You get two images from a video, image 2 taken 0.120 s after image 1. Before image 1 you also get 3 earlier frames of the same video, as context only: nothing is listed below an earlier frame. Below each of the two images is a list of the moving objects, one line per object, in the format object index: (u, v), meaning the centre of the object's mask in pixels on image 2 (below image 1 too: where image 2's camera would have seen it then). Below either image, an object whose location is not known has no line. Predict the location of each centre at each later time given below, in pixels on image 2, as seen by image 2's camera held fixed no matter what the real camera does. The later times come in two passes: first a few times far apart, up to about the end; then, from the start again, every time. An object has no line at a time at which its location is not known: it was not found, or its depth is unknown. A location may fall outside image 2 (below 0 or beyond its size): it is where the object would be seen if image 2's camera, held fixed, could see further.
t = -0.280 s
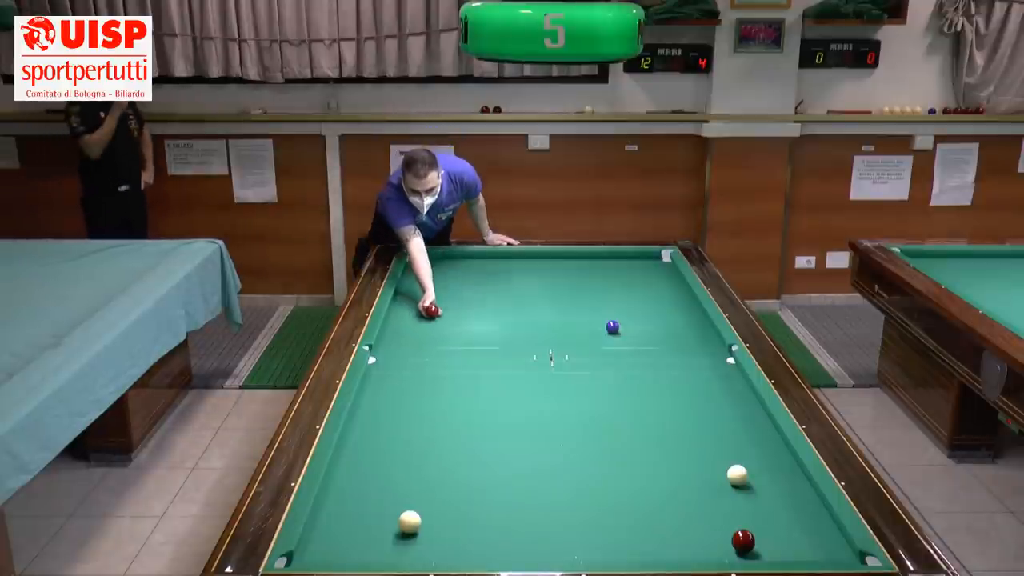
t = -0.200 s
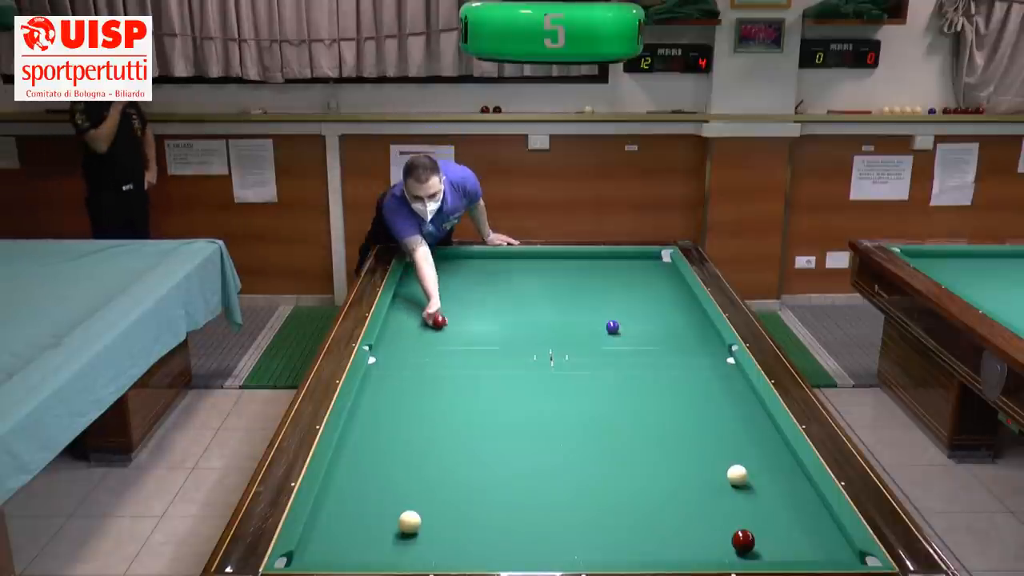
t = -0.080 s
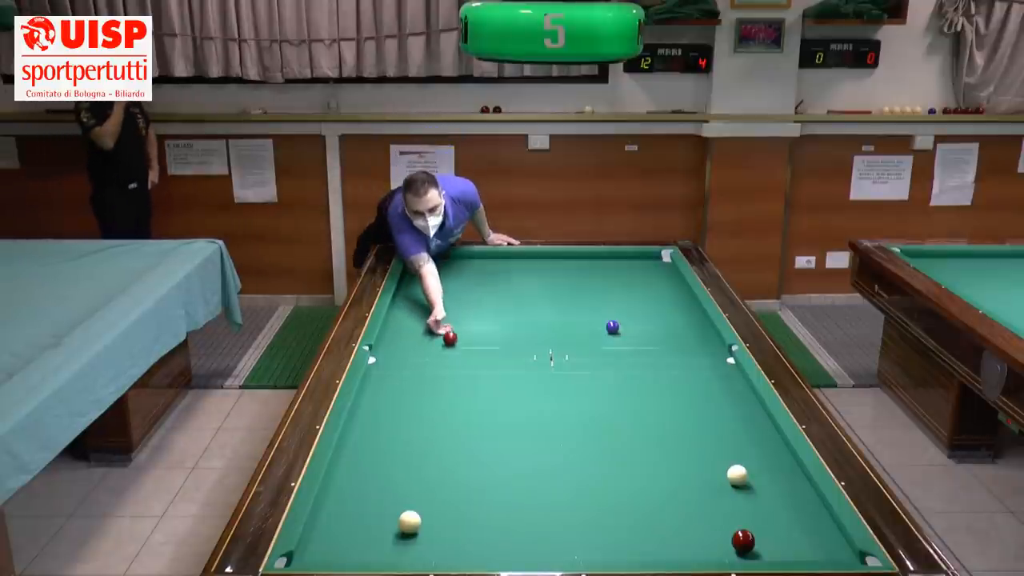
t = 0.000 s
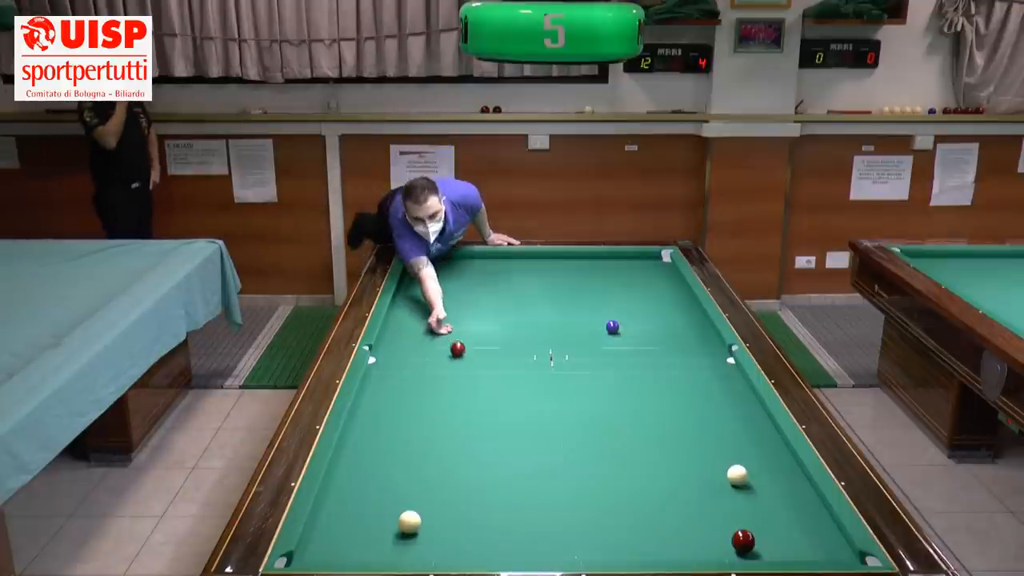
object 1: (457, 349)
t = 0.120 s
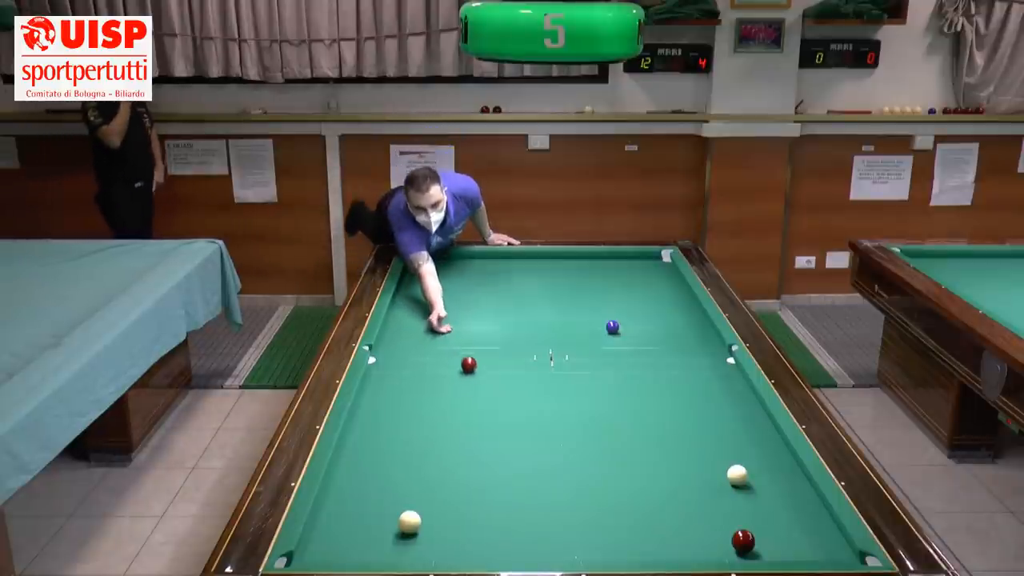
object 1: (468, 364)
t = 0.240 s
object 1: (480, 381)
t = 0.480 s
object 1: (507, 417)
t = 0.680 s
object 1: (534, 453)
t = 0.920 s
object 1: (572, 504)
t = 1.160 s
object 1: (618, 555)
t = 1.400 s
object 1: (630, 516)
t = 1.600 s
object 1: (640, 488)
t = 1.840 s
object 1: (650, 458)
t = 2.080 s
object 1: (659, 432)
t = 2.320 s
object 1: (667, 409)
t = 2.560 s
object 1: (673, 389)
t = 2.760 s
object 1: (678, 373)
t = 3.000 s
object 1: (684, 357)
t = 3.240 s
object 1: (688, 342)
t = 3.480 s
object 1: (692, 328)
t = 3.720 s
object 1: (696, 316)
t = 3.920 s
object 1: (692, 307)
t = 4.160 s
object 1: (682, 298)
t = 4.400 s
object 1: (672, 289)
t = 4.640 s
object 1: (662, 281)
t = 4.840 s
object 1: (656, 275)
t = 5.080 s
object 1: (648, 268)
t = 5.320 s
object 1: (640, 262)
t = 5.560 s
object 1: (634, 256)
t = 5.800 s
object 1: (631, 260)
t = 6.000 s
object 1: (629, 262)
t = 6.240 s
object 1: (626, 265)
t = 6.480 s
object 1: (624, 269)
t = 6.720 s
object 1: (621, 272)
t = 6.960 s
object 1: (619, 275)
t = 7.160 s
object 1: (617, 278)
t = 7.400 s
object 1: (615, 281)
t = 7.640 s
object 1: (613, 284)
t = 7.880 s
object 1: (611, 287)
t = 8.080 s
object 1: (609, 289)
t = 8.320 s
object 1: (607, 292)
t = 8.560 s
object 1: (605, 295)
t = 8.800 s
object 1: (603, 297)
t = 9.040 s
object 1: (602, 299)
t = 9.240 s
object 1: (600, 301)
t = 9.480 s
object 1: (599, 303)
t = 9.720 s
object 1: (597, 305)
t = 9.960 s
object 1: (596, 306)
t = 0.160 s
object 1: (472, 369)
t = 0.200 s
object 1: (476, 375)
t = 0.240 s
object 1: (480, 381)
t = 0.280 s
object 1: (485, 386)
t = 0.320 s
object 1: (489, 392)
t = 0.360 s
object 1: (493, 398)
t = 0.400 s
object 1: (498, 404)
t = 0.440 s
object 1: (503, 411)
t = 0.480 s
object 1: (507, 417)
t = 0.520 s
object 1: (512, 424)
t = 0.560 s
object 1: (518, 431)
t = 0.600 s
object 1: (523, 438)
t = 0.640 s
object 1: (528, 445)
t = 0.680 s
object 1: (534, 453)
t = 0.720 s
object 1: (540, 461)
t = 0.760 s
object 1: (546, 469)
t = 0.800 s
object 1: (552, 477)
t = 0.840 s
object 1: (559, 486)
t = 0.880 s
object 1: (565, 495)
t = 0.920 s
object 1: (572, 504)
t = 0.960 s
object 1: (580, 513)
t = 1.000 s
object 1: (587, 523)
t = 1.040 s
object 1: (595, 533)
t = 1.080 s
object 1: (602, 543)
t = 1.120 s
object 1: (611, 551)
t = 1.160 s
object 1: (618, 555)
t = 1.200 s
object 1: (620, 550)
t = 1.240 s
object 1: (622, 543)
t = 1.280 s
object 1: (624, 535)
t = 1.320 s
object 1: (626, 528)
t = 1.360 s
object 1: (628, 522)
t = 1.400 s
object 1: (630, 516)
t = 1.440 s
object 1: (632, 510)
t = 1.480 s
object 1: (634, 504)
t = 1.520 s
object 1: (636, 499)
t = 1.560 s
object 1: (638, 493)
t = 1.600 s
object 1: (640, 488)
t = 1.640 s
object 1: (642, 482)
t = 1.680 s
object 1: (643, 477)
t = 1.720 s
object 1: (645, 472)
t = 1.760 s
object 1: (647, 467)
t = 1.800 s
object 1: (649, 463)
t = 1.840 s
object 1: (650, 458)
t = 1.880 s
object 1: (652, 453)
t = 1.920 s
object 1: (653, 449)
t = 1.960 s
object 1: (655, 445)
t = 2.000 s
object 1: (656, 440)
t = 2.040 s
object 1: (658, 436)
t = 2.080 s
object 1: (659, 432)
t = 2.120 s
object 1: (660, 428)
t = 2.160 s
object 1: (662, 424)
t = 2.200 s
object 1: (663, 420)
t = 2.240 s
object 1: (664, 416)
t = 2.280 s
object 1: (666, 412)
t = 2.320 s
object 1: (667, 409)
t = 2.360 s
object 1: (668, 405)
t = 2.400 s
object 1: (669, 402)
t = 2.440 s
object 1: (670, 398)
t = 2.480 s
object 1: (671, 395)
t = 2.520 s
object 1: (672, 392)
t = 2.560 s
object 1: (673, 389)
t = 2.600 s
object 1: (674, 385)
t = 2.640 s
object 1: (675, 382)
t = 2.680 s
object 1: (677, 379)
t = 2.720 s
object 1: (677, 376)
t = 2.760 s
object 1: (678, 373)
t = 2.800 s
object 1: (679, 370)
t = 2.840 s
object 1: (680, 368)
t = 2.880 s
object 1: (681, 365)
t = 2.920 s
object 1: (682, 362)
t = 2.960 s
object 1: (683, 359)
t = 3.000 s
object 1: (684, 357)
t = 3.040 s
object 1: (685, 354)
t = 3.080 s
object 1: (685, 351)
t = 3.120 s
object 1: (686, 349)
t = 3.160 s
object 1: (687, 347)
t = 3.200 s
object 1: (687, 344)
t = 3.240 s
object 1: (688, 342)
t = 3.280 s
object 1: (689, 339)
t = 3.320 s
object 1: (690, 337)
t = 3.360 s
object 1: (690, 335)
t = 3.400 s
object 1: (691, 332)
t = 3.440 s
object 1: (692, 330)
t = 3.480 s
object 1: (692, 328)
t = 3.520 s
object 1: (693, 326)
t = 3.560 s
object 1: (694, 324)
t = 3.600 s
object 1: (694, 322)
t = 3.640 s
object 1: (695, 320)
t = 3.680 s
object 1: (696, 318)
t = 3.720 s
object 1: (696, 316)
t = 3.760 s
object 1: (697, 314)
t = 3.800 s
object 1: (697, 312)
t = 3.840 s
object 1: (696, 311)
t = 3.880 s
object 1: (694, 309)
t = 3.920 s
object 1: (692, 307)
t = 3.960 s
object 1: (690, 306)
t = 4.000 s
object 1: (688, 304)
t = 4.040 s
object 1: (687, 302)
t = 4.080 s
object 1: (685, 301)
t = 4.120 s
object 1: (683, 299)
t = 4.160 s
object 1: (682, 298)
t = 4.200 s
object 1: (680, 296)
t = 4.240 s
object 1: (678, 295)
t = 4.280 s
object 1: (677, 293)
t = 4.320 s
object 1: (675, 292)
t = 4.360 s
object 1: (673, 291)
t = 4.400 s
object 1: (672, 289)
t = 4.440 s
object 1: (670, 288)
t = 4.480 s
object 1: (669, 287)
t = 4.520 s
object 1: (667, 285)
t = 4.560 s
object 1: (666, 284)
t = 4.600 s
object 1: (664, 282)
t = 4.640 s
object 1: (662, 281)
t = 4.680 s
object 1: (661, 280)
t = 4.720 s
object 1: (660, 278)
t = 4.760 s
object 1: (658, 277)
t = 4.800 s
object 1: (657, 276)
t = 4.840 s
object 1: (656, 275)
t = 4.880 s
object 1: (654, 274)
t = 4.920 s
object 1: (653, 273)
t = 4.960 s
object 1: (651, 272)
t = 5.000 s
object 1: (650, 270)
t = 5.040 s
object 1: (649, 269)
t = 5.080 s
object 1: (648, 268)
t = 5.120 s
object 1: (646, 267)
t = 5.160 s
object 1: (645, 266)
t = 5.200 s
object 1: (644, 265)
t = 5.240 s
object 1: (643, 264)
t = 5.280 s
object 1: (641, 263)
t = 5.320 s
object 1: (640, 262)
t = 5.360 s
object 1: (639, 261)
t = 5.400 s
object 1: (638, 260)
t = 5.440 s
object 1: (637, 259)
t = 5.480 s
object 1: (636, 258)
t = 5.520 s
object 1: (635, 257)
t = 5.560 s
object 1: (634, 256)
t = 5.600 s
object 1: (633, 257)
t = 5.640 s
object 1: (633, 257)
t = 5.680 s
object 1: (632, 257)
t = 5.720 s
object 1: (632, 258)
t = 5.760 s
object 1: (631, 259)
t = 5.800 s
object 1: (631, 260)
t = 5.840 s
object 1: (630, 260)
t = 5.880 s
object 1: (630, 261)
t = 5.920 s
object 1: (629, 261)
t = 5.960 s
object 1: (629, 262)
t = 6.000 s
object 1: (629, 262)
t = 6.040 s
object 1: (628, 263)
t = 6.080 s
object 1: (628, 263)
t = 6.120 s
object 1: (628, 264)
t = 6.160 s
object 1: (627, 264)
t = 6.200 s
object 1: (627, 265)
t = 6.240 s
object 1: (626, 265)
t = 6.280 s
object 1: (626, 266)
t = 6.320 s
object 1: (625, 266)
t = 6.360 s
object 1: (625, 267)
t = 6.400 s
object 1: (625, 268)
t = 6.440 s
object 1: (624, 268)
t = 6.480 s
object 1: (624, 269)
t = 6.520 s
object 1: (623, 270)
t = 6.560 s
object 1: (623, 270)
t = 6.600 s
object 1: (622, 270)
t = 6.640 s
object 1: (622, 271)
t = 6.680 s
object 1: (622, 272)
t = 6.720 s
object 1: (621, 272)
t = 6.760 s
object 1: (621, 273)
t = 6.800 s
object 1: (621, 273)
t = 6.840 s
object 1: (620, 274)
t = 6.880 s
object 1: (620, 274)
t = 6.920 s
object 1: (620, 275)
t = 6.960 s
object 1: (619, 275)
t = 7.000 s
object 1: (619, 276)
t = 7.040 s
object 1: (618, 277)
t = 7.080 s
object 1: (618, 277)
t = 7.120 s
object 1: (618, 277)
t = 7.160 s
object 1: (617, 278)
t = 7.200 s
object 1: (617, 279)
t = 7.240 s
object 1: (616, 279)
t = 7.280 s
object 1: (616, 280)
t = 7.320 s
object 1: (616, 280)
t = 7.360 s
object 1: (615, 281)
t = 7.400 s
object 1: (615, 281)
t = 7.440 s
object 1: (615, 282)
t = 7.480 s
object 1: (614, 282)
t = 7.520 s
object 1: (614, 283)
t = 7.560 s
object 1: (614, 283)
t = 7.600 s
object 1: (614, 284)
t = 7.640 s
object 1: (613, 284)
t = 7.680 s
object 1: (613, 285)
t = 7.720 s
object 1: (612, 285)
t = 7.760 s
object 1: (612, 286)
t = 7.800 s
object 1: (612, 286)
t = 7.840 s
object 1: (611, 287)
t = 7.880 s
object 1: (611, 287)
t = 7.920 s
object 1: (610, 287)
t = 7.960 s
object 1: (610, 288)
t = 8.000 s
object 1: (610, 288)
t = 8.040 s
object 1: (610, 289)
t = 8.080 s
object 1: (609, 289)
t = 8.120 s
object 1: (609, 290)
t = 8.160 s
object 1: (609, 290)
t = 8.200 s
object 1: (608, 291)
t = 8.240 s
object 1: (608, 291)
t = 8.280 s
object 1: (608, 292)
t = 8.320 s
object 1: (607, 292)
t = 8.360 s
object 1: (607, 292)
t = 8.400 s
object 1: (607, 293)
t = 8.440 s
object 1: (606, 293)
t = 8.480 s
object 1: (606, 294)
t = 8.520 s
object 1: (606, 294)
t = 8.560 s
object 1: (605, 295)
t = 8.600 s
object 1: (605, 295)
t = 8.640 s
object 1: (605, 295)
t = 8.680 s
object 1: (605, 296)
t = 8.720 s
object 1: (604, 296)
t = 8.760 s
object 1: (604, 297)
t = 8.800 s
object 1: (603, 297)
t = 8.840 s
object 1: (603, 297)
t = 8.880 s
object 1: (603, 298)
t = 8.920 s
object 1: (603, 298)
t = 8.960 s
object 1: (602, 298)
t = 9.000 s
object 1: (602, 299)
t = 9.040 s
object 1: (602, 299)
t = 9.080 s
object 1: (601, 299)
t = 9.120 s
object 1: (601, 300)
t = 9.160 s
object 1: (601, 300)
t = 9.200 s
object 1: (601, 301)
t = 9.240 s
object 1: (600, 301)
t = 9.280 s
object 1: (600, 301)
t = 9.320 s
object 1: (600, 302)
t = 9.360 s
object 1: (599, 302)
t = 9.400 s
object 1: (599, 302)
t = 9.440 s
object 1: (599, 303)
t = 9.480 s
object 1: (599, 303)
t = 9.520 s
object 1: (598, 303)
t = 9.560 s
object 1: (598, 304)
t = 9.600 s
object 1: (598, 304)
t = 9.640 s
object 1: (597, 304)
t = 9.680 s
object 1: (597, 305)
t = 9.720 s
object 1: (597, 305)
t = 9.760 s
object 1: (597, 305)
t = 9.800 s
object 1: (597, 305)
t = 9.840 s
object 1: (596, 306)
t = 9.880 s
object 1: (596, 306)
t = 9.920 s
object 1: (596, 306)
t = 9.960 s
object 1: (596, 306)
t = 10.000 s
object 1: (595, 307)
